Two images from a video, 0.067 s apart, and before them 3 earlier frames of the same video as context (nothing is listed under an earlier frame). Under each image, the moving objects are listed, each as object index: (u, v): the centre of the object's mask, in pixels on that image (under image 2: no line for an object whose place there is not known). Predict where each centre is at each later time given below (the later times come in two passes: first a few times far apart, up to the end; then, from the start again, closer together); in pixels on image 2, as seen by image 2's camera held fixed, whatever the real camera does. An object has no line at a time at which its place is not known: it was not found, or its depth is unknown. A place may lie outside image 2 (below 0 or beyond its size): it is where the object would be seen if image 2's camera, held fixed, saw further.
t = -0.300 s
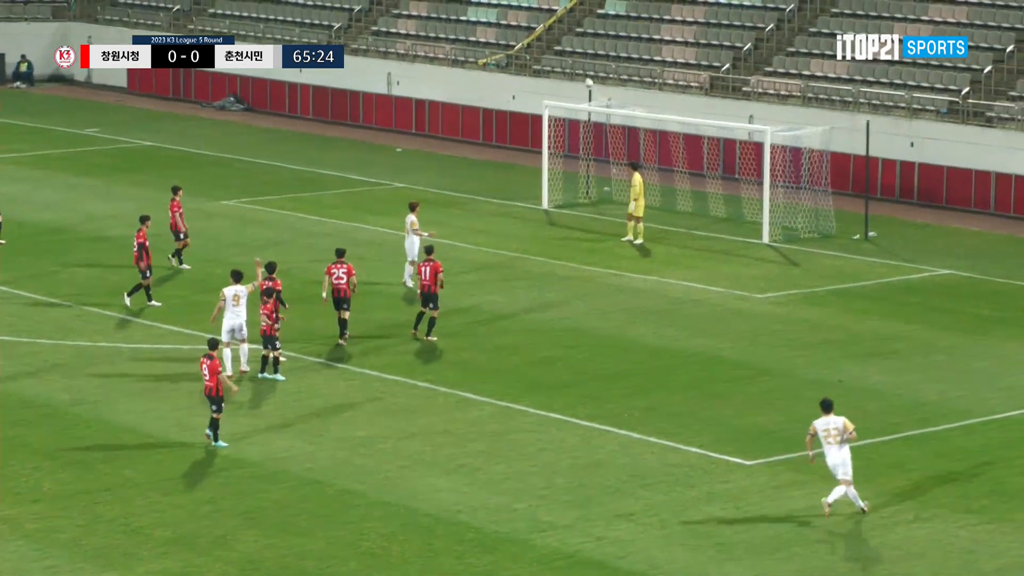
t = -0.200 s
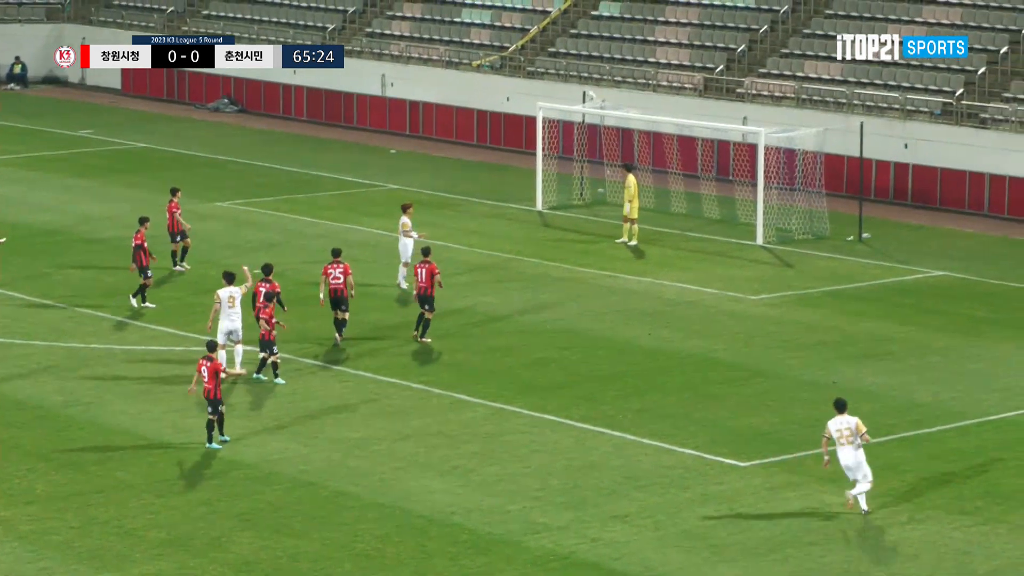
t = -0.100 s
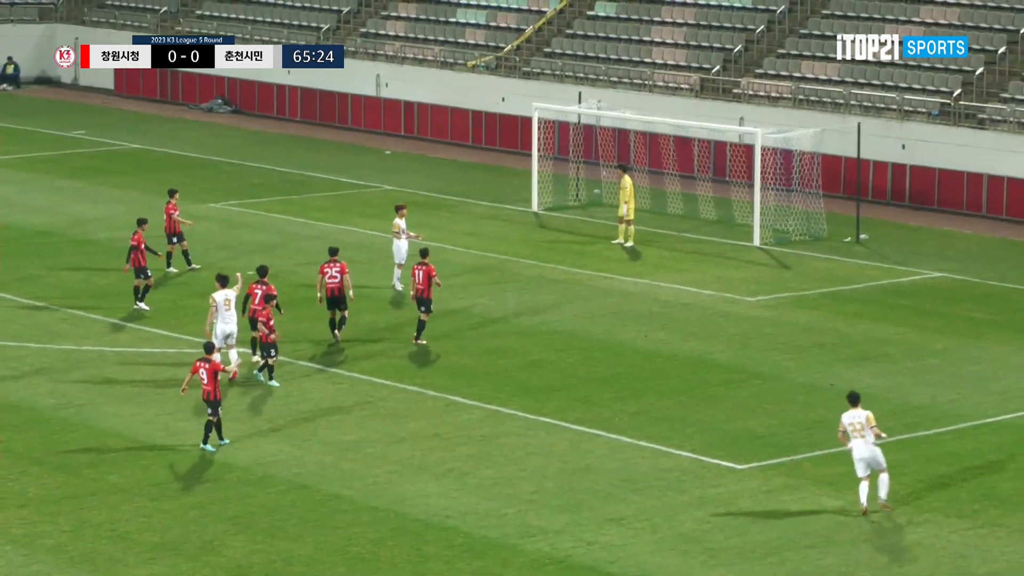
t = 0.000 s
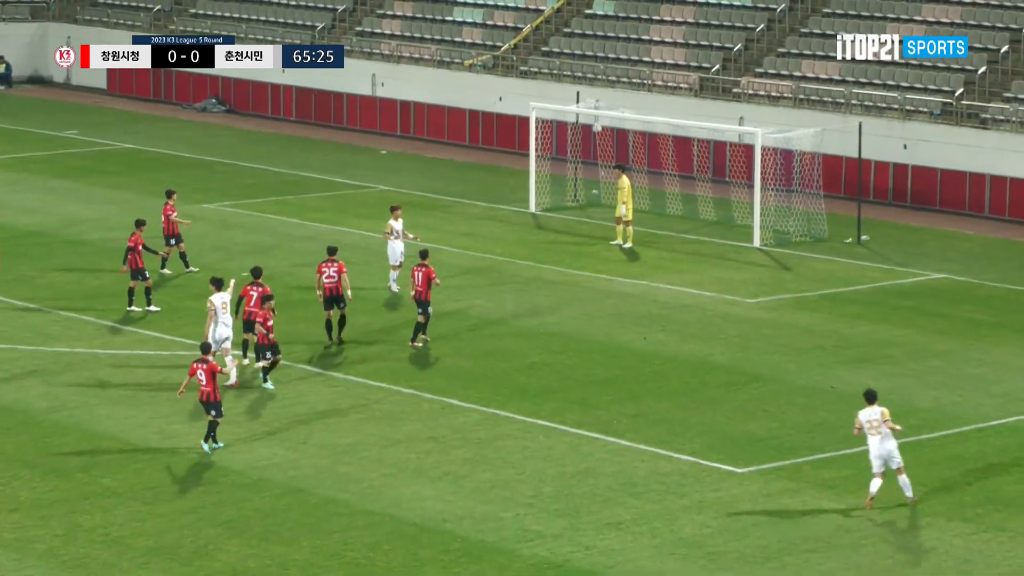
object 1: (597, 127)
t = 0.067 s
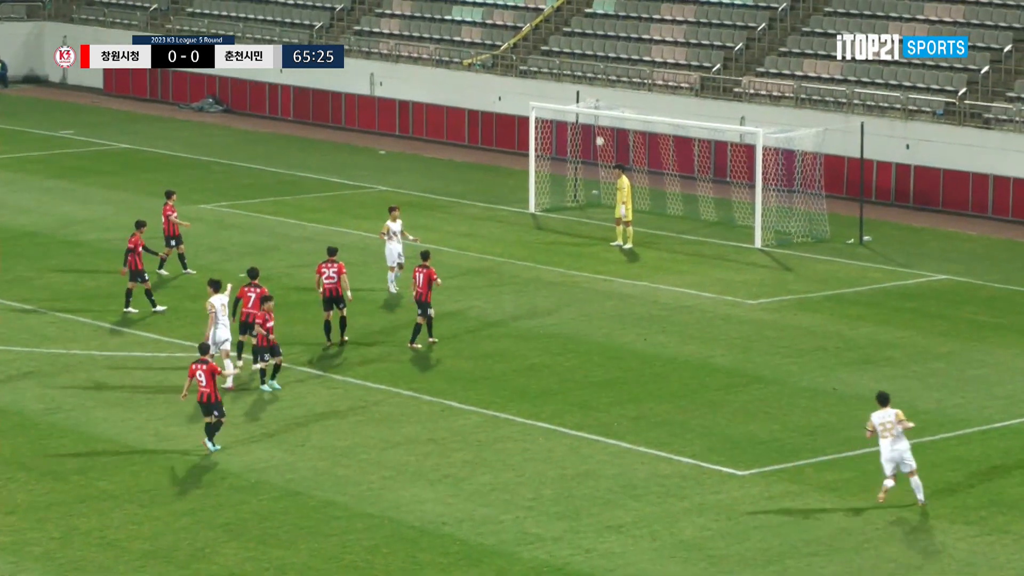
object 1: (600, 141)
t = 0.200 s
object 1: (581, 153)
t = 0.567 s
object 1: (483, 129)
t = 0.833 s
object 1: (415, 145)
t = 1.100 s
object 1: (351, 143)
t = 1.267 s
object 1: (312, 144)
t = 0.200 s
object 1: (581, 153)
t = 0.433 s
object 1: (519, 131)
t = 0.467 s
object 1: (510, 130)
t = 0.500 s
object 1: (501, 129)
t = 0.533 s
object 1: (492, 129)
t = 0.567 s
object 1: (483, 129)
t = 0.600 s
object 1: (474, 129)
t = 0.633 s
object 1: (465, 130)
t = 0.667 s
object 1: (457, 131)
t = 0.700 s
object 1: (448, 133)
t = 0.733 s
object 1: (440, 135)
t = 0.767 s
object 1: (432, 137)
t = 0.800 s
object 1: (423, 141)
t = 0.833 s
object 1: (415, 145)
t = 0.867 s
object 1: (407, 149)
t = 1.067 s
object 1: (358, 144)
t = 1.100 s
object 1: (351, 143)
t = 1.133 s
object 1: (343, 142)
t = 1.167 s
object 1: (335, 142)
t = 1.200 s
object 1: (328, 142)
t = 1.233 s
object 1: (320, 142)
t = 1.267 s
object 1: (312, 144)
